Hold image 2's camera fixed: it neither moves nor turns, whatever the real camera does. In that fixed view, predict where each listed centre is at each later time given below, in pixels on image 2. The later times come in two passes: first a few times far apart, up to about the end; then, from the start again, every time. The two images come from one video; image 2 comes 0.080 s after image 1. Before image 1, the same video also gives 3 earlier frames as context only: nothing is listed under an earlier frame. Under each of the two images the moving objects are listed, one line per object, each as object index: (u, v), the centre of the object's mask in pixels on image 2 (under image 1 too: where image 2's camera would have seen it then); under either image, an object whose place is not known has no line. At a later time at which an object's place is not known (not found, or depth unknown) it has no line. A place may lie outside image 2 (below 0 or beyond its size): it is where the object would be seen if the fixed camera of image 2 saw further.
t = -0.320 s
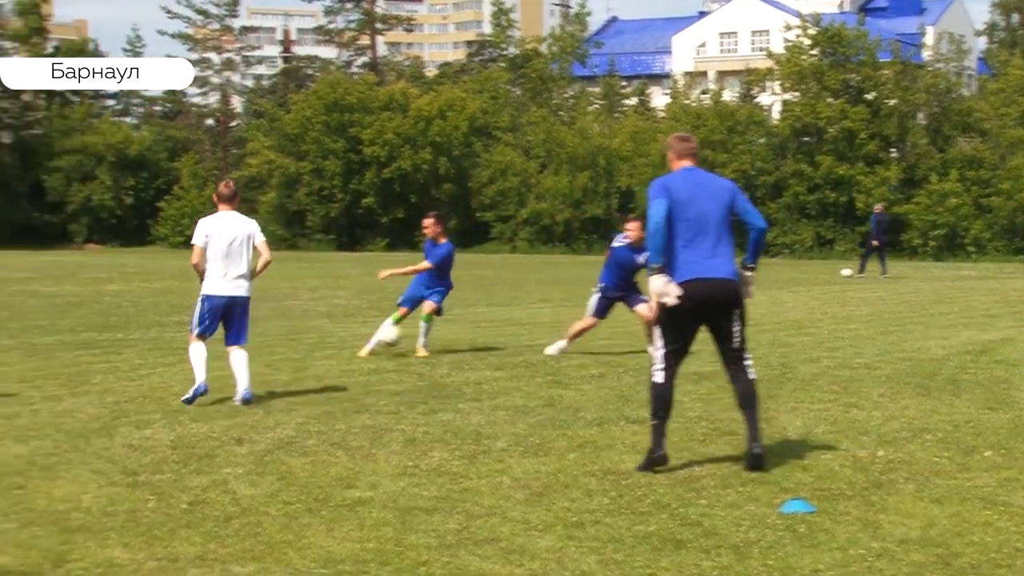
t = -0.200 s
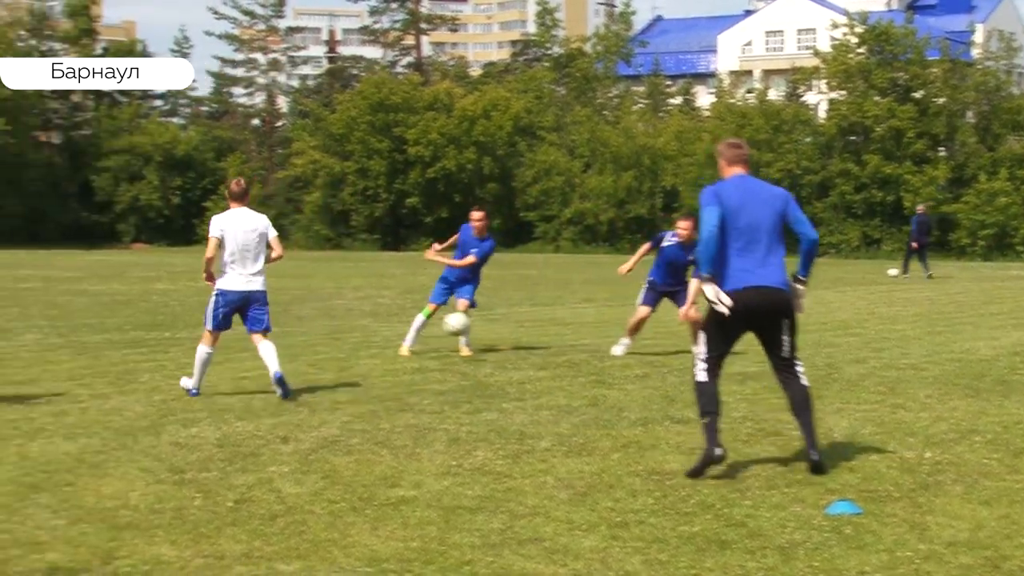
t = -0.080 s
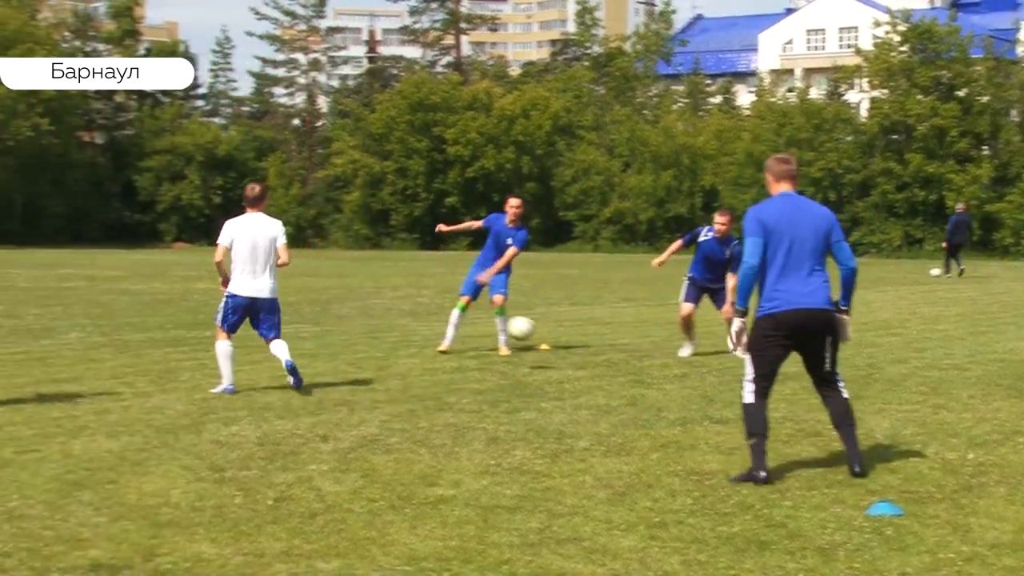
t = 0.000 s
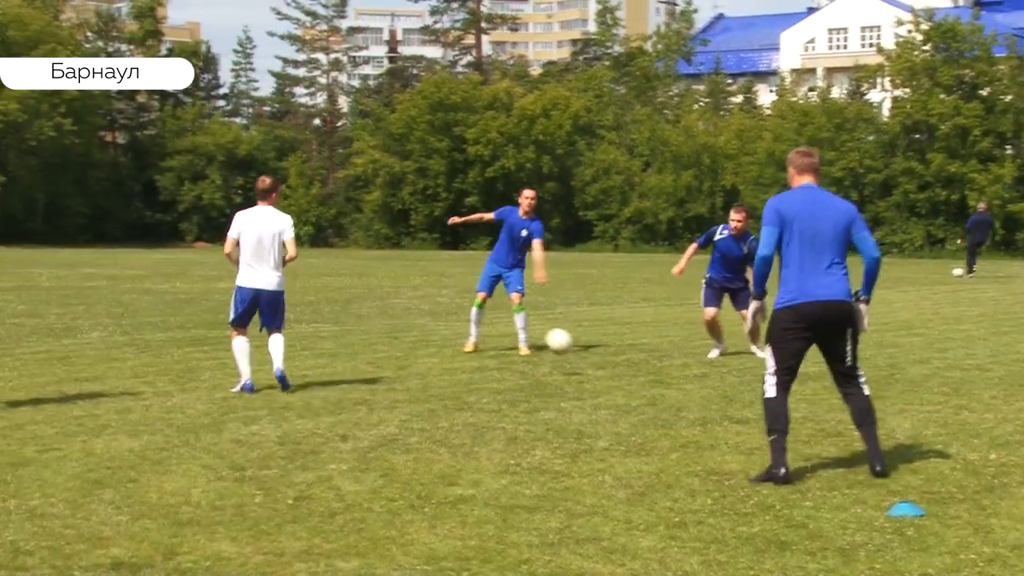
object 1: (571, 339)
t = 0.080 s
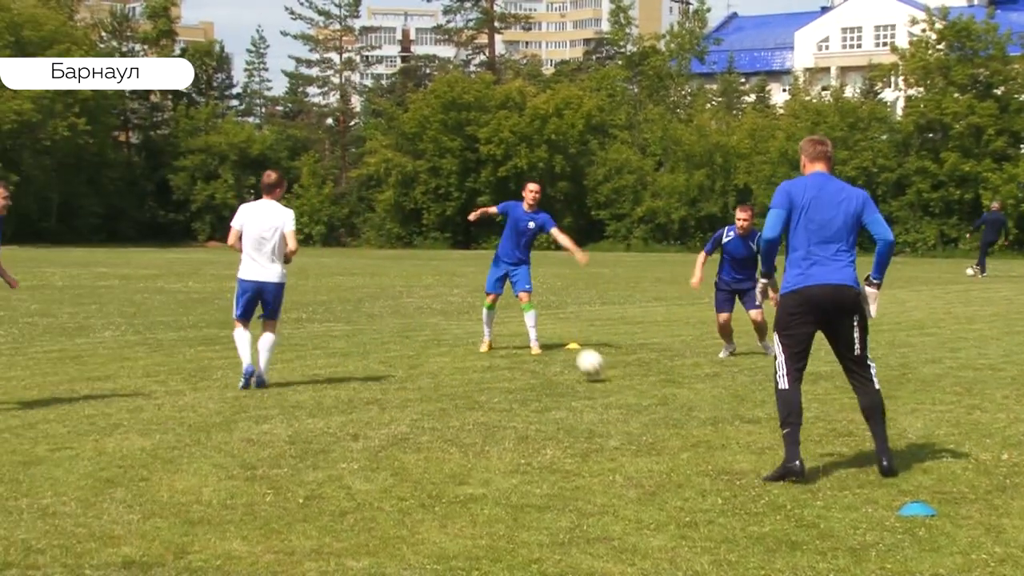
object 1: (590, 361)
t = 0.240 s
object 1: (630, 367)
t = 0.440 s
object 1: (682, 398)
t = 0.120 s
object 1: (601, 374)
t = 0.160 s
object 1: (609, 370)
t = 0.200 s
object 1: (619, 368)
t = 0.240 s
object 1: (630, 367)
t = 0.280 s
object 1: (639, 369)
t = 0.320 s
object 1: (648, 373)
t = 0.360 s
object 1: (659, 379)
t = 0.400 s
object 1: (670, 388)
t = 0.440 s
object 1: (682, 398)
